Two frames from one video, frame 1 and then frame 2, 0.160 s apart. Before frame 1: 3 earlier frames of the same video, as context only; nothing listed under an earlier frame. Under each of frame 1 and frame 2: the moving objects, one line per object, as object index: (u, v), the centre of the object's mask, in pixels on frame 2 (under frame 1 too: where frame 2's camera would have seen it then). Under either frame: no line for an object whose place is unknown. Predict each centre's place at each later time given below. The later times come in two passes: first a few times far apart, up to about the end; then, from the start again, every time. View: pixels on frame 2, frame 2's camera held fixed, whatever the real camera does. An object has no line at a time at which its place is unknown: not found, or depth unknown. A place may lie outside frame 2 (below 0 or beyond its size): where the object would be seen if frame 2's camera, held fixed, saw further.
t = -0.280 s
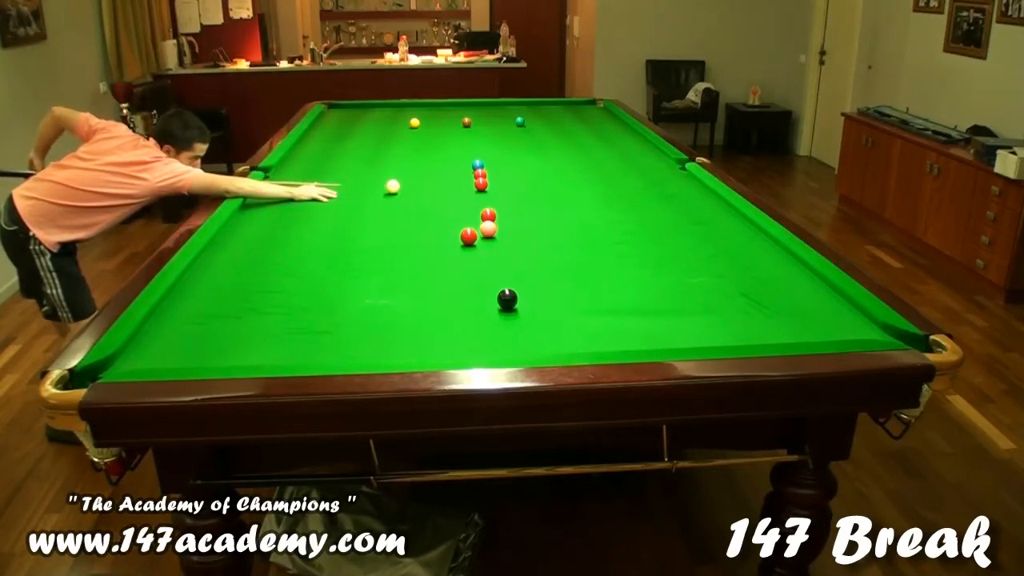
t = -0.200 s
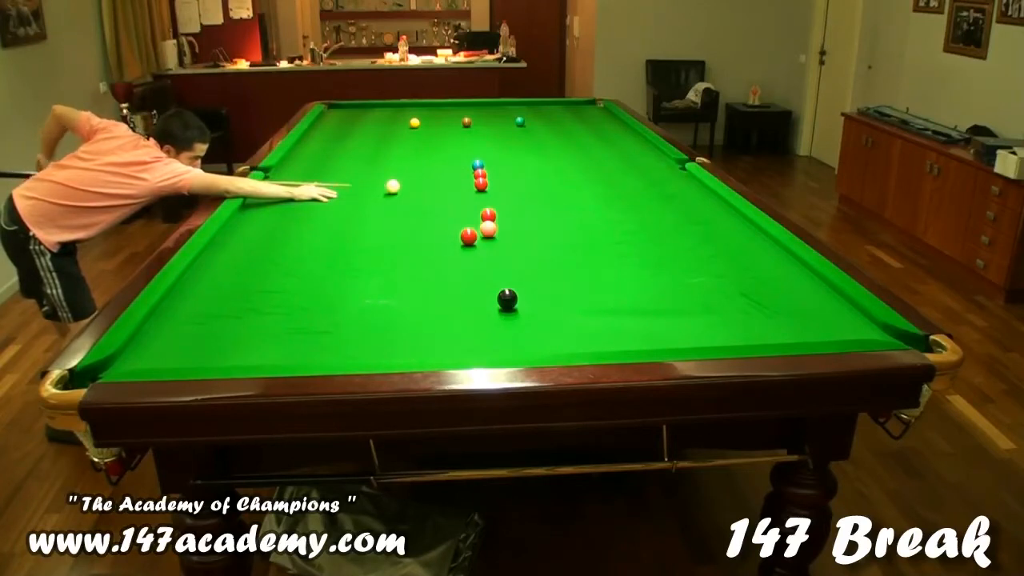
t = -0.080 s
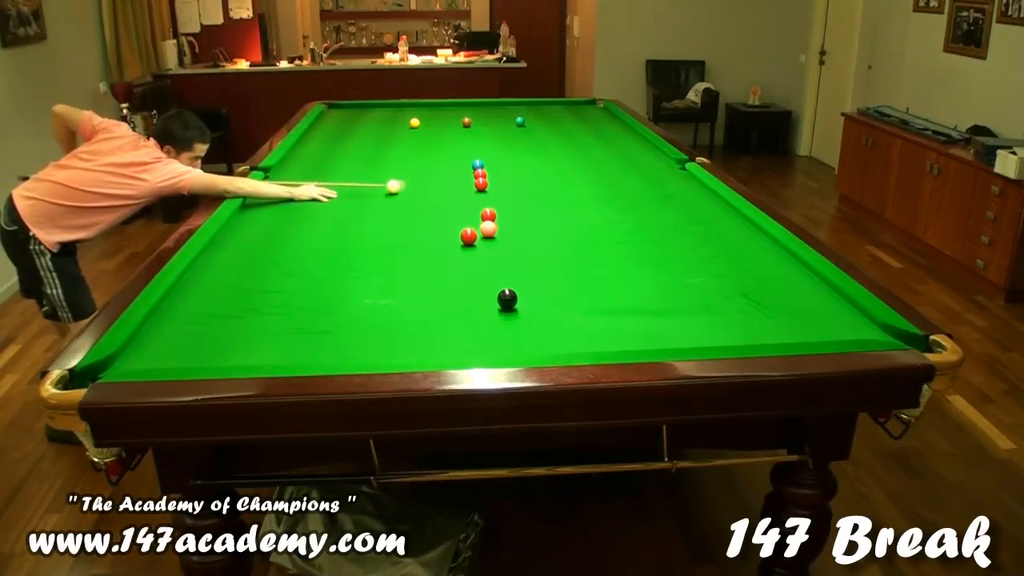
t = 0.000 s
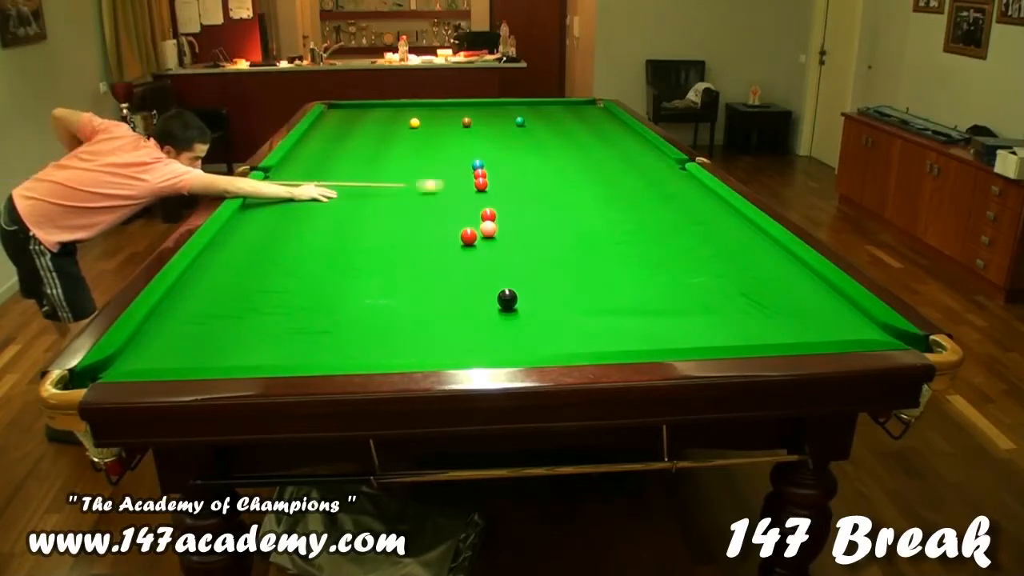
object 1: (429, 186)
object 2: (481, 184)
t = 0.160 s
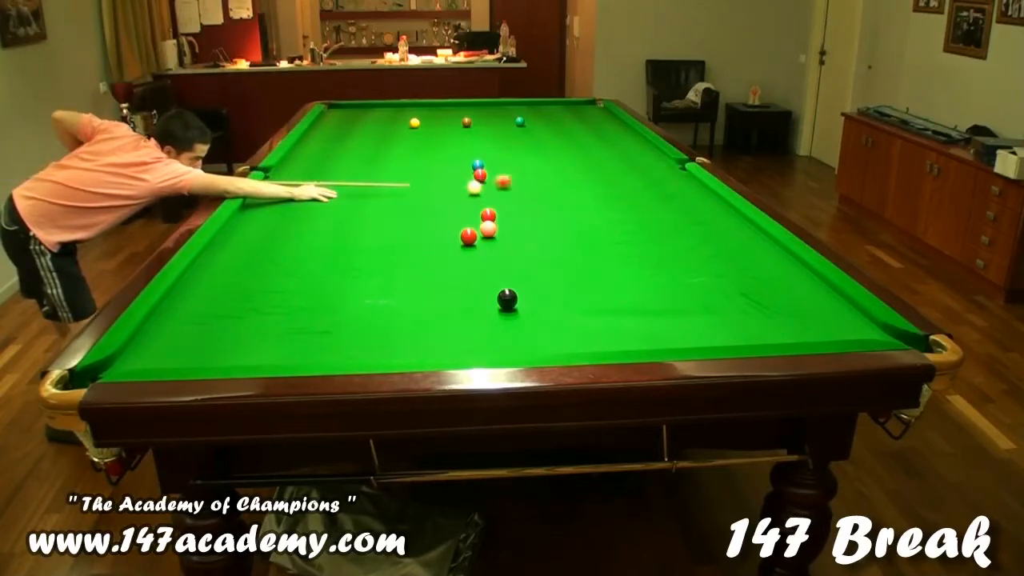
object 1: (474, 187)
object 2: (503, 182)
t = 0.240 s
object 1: (485, 189)
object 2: (524, 180)
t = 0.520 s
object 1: (527, 197)
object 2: (583, 174)
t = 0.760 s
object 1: (564, 202)
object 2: (629, 169)
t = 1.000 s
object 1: (601, 208)
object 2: (676, 164)
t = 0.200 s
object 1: (479, 188)
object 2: (514, 180)
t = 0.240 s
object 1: (485, 189)
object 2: (524, 180)
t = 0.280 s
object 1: (491, 191)
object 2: (533, 179)
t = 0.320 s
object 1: (497, 191)
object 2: (542, 178)
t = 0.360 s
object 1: (503, 192)
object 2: (550, 177)
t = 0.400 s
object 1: (508, 193)
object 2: (558, 176)
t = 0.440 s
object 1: (515, 194)
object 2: (567, 175)
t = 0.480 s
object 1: (521, 196)
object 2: (574, 174)
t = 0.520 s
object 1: (527, 197)
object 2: (583, 174)
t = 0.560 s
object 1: (533, 197)
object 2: (590, 173)
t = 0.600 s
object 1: (539, 198)
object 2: (598, 172)
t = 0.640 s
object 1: (545, 199)
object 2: (606, 171)
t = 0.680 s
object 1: (551, 200)
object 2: (613, 171)
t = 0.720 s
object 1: (557, 201)
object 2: (621, 170)
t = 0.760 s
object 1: (564, 202)
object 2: (629, 169)
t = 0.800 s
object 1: (570, 203)
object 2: (635, 168)
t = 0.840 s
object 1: (576, 204)
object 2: (643, 167)
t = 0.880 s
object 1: (582, 205)
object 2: (650, 166)
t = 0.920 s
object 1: (588, 206)
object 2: (665, 165)
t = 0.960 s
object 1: (594, 207)
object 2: (670, 164)
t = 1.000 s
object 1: (601, 208)
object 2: (676, 164)
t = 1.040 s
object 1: (607, 209)
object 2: (678, 163)
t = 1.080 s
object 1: (613, 210)
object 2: (682, 163)
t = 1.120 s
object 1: (619, 211)
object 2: (685, 164)
